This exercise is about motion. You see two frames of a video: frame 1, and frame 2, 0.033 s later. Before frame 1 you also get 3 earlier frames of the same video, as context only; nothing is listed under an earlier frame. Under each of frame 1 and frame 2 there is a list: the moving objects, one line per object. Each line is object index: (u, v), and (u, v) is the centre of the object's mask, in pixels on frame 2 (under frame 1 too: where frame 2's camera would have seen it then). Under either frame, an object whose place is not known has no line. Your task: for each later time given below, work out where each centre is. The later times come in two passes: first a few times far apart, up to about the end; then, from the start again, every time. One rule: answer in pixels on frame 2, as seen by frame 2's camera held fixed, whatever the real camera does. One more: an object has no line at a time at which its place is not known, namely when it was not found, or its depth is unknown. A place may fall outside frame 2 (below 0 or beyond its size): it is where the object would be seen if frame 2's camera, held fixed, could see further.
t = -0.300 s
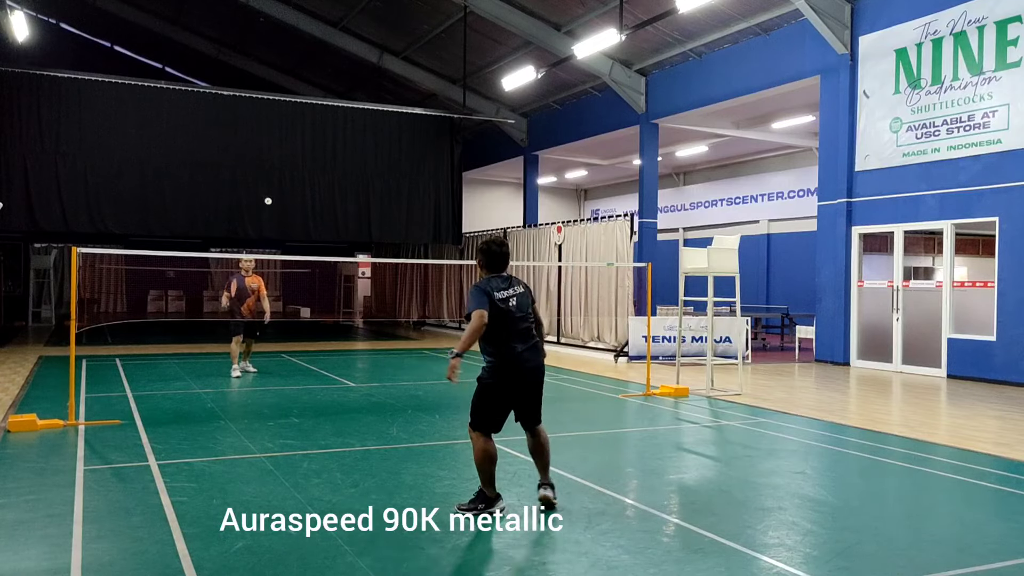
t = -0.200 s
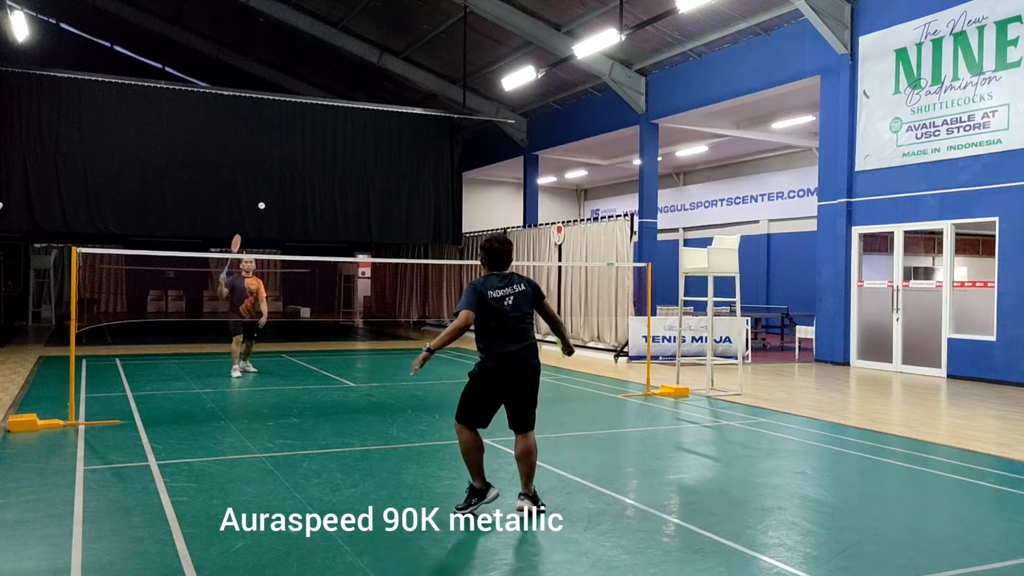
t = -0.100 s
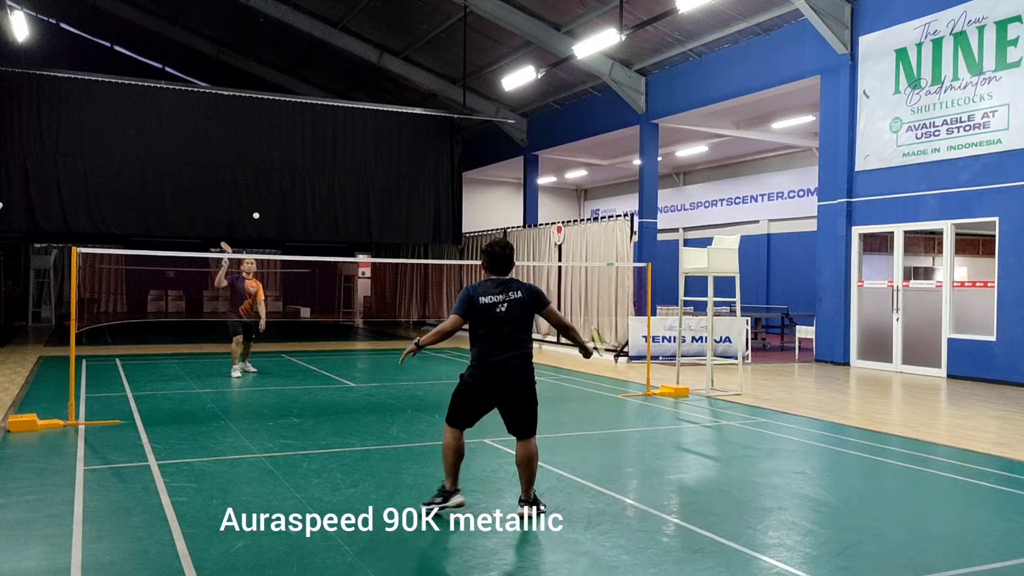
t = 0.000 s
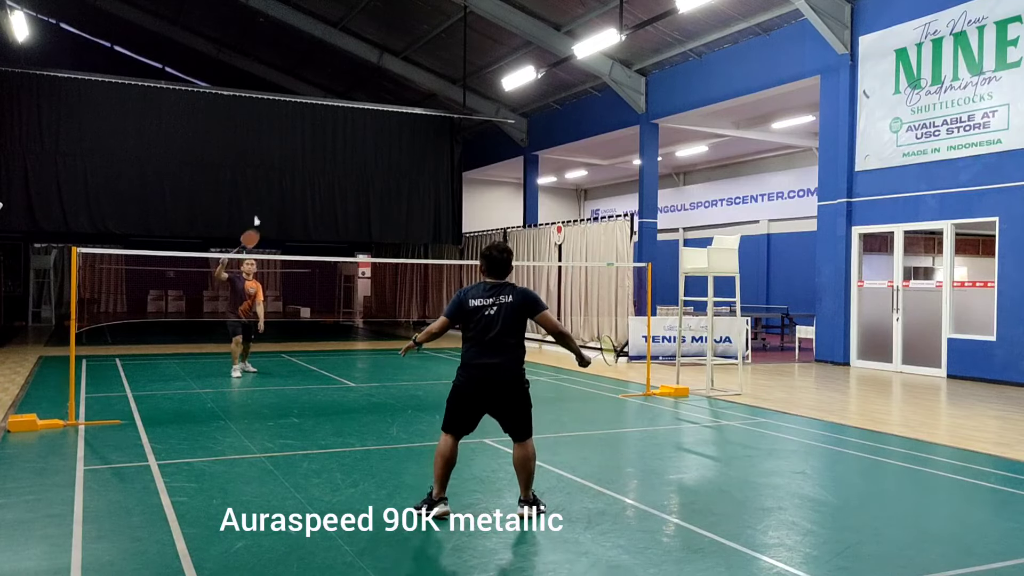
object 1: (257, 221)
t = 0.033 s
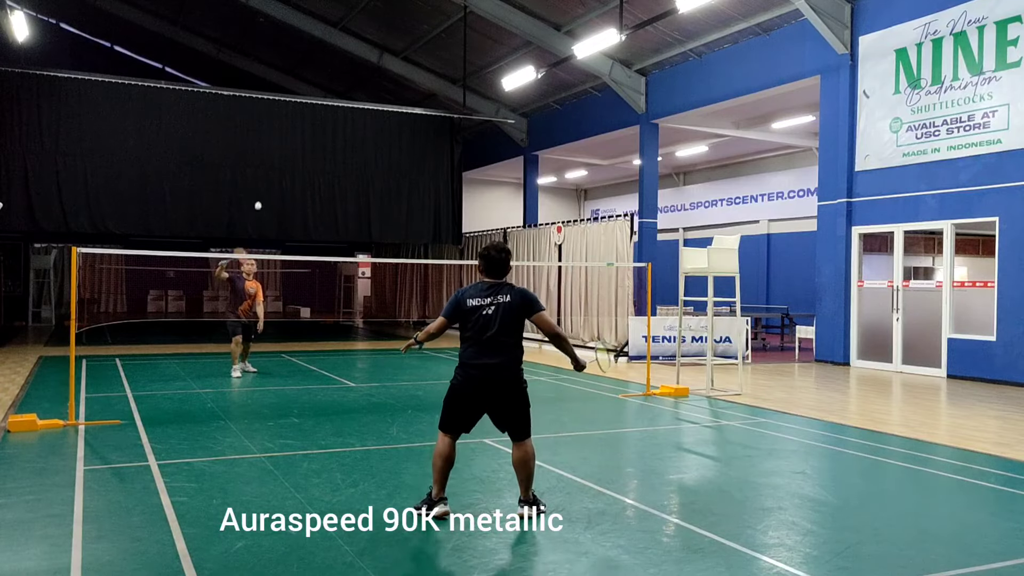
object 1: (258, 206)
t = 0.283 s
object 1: (289, 166)
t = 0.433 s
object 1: (306, 177)
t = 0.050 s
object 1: (260, 201)
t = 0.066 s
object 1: (264, 199)
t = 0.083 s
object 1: (266, 195)
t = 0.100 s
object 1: (268, 191)
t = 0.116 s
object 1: (269, 187)
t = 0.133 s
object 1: (271, 184)
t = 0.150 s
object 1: (273, 181)
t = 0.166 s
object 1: (275, 178)
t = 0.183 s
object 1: (277, 176)
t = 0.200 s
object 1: (279, 173)
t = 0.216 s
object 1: (281, 171)
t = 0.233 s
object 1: (282, 169)
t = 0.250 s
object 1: (284, 168)
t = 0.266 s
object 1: (286, 167)
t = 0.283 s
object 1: (289, 166)
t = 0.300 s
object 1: (291, 166)
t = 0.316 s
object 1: (293, 166)
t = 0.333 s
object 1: (295, 166)
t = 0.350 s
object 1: (297, 167)
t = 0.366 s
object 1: (299, 168)
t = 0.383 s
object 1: (301, 170)
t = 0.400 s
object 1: (303, 172)
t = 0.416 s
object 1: (304, 174)
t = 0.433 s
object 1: (306, 177)
